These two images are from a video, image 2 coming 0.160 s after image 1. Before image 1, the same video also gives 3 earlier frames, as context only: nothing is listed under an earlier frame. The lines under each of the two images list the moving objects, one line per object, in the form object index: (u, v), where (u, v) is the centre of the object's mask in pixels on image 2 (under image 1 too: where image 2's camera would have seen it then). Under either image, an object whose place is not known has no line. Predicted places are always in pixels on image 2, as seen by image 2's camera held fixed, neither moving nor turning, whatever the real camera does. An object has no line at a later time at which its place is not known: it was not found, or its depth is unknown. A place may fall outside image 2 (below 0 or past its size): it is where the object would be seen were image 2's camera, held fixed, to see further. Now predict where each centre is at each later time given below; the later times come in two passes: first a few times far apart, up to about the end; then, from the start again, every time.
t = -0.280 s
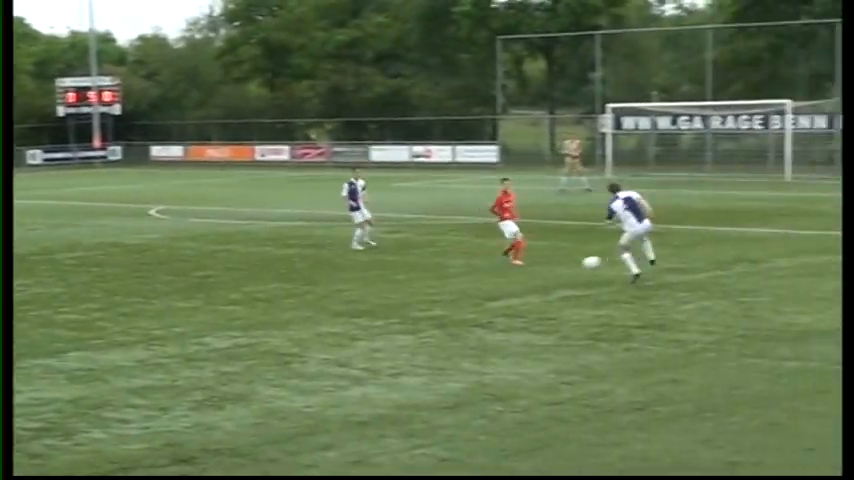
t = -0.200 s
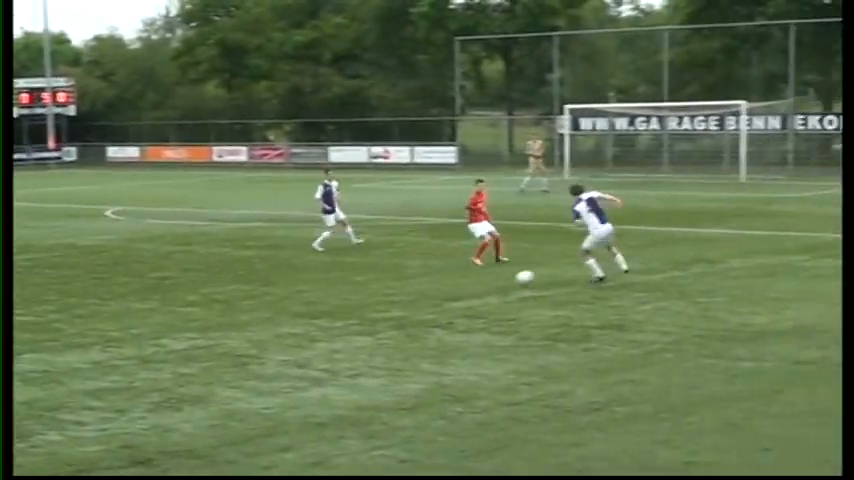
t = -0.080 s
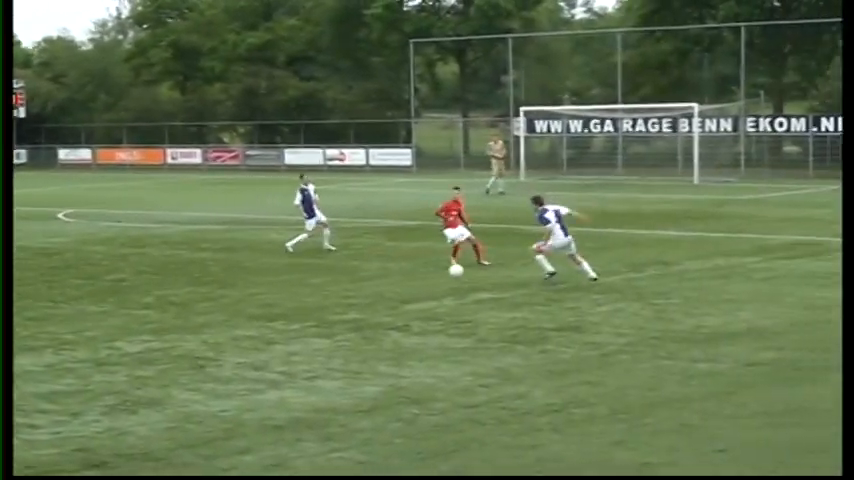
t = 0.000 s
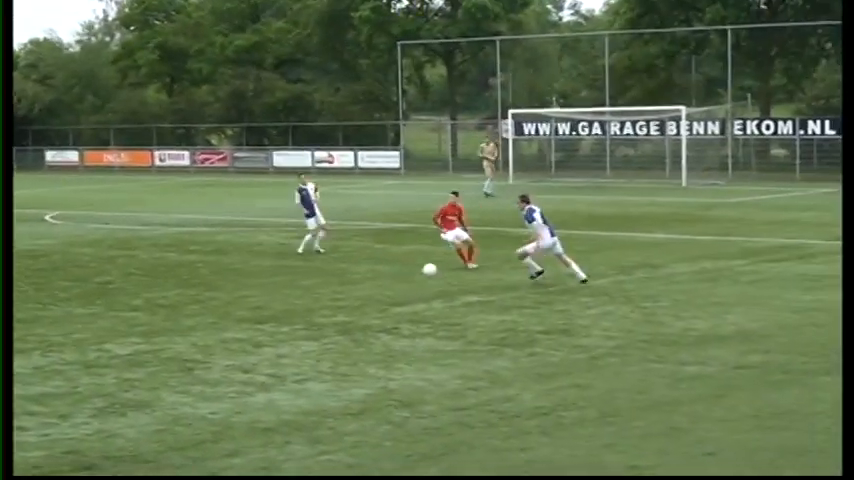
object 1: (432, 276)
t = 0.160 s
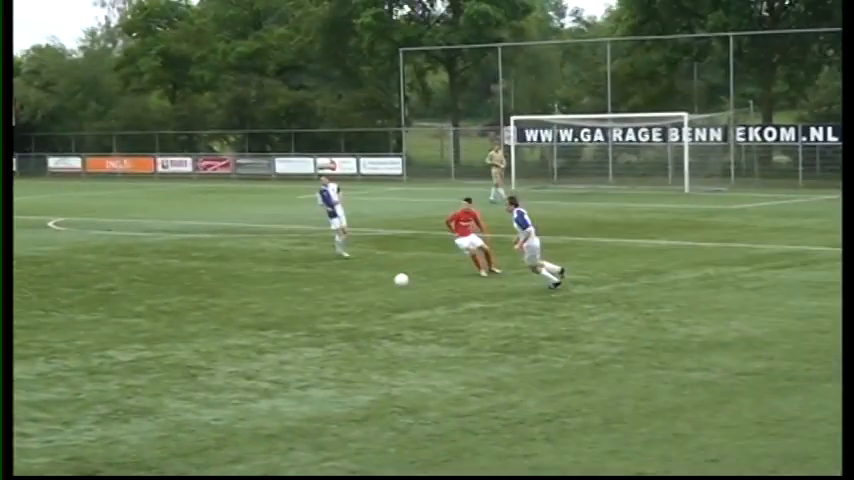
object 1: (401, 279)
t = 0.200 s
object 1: (393, 283)
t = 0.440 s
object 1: (344, 289)
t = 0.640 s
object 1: (302, 299)
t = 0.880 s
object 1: (253, 302)
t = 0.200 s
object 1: (393, 283)
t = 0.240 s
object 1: (386, 287)
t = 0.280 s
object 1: (378, 293)
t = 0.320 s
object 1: (370, 294)
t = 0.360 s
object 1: (362, 291)
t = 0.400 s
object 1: (353, 290)
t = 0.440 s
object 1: (344, 289)
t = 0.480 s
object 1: (336, 290)
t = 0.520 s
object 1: (327, 291)
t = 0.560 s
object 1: (319, 293)
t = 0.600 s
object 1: (311, 297)
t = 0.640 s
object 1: (302, 299)
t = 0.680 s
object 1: (294, 297)
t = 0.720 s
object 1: (286, 296)
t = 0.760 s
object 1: (277, 296)
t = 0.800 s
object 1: (269, 297)
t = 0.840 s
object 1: (261, 299)
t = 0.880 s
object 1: (253, 302)
